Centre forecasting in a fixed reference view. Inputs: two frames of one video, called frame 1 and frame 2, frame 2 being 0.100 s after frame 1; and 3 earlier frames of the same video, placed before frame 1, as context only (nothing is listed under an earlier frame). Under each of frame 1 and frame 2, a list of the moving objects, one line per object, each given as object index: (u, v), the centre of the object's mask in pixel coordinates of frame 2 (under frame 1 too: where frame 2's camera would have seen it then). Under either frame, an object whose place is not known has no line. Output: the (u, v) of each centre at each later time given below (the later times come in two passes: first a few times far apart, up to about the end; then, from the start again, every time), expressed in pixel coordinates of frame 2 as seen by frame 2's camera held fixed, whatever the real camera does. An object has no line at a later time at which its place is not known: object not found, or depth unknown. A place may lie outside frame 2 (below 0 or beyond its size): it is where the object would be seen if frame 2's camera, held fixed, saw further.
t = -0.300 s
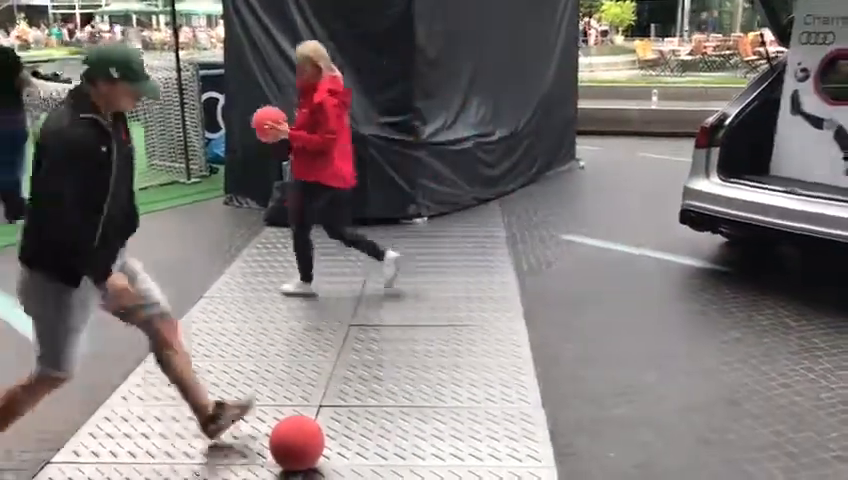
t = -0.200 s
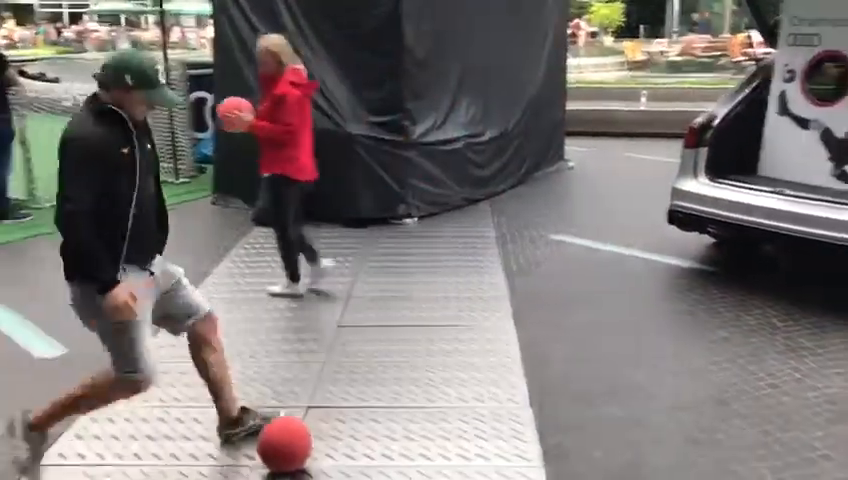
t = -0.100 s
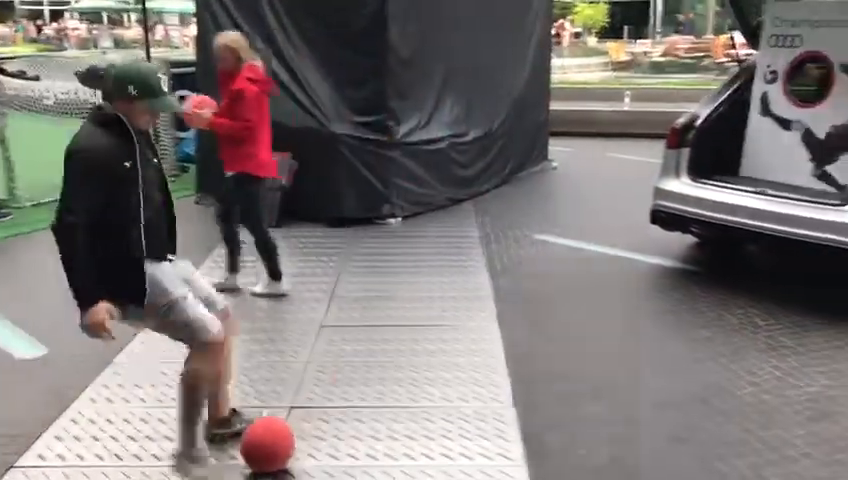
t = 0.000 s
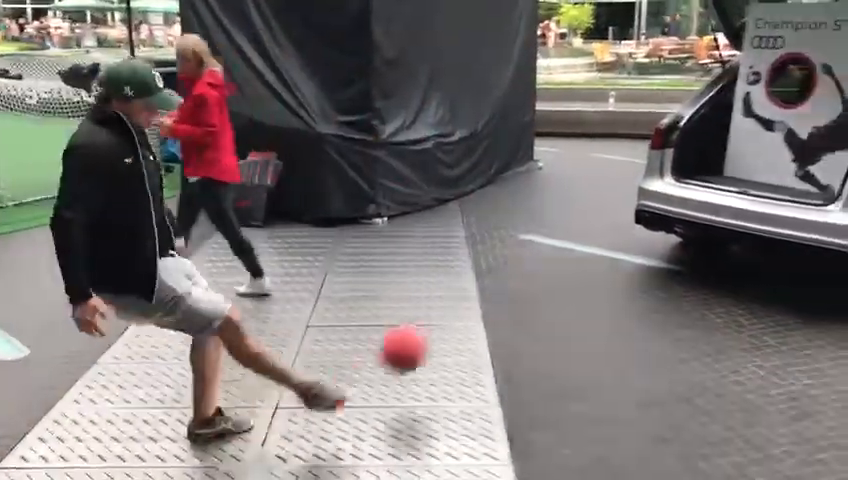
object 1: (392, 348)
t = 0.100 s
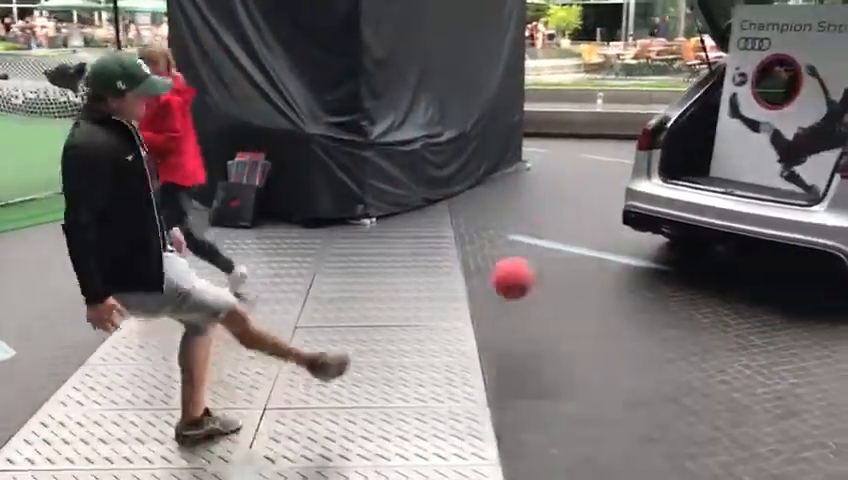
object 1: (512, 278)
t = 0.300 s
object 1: (642, 240)
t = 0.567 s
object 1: (589, 231)
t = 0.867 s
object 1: (524, 292)
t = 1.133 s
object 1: (459, 304)
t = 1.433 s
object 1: (381, 333)
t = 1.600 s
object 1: (336, 345)
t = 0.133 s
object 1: (544, 265)
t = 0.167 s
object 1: (571, 253)
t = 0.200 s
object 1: (596, 244)
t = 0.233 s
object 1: (618, 239)
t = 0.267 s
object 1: (637, 234)
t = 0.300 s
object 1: (642, 240)
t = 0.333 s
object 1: (634, 263)
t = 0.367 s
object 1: (628, 265)
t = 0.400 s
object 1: (622, 256)
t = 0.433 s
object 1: (615, 249)
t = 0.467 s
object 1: (610, 241)
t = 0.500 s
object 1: (603, 236)
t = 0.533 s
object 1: (596, 234)
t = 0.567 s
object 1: (589, 231)
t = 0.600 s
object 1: (583, 230)
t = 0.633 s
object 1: (576, 233)
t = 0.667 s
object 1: (569, 236)
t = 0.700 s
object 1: (561, 241)
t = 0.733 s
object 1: (554, 248)
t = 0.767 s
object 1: (547, 256)
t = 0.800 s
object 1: (538, 268)
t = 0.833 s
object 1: (531, 278)
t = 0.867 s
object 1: (524, 292)
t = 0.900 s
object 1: (518, 296)
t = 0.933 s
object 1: (508, 293)
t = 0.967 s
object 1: (500, 291)
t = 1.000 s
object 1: (492, 290)
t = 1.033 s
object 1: (484, 291)
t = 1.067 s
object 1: (476, 293)
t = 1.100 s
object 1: (468, 297)
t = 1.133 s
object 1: (459, 304)
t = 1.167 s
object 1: (450, 312)
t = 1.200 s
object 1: (441, 319)
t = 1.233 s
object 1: (433, 319)
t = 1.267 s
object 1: (424, 319)
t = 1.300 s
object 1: (415, 320)
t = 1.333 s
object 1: (407, 324)
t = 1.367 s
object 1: (398, 331)
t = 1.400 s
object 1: (389, 332)
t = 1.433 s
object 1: (381, 333)
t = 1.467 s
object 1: (372, 336)
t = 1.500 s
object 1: (362, 338)
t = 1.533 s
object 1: (354, 340)
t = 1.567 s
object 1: (345, 343)
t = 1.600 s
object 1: (336, 345)
